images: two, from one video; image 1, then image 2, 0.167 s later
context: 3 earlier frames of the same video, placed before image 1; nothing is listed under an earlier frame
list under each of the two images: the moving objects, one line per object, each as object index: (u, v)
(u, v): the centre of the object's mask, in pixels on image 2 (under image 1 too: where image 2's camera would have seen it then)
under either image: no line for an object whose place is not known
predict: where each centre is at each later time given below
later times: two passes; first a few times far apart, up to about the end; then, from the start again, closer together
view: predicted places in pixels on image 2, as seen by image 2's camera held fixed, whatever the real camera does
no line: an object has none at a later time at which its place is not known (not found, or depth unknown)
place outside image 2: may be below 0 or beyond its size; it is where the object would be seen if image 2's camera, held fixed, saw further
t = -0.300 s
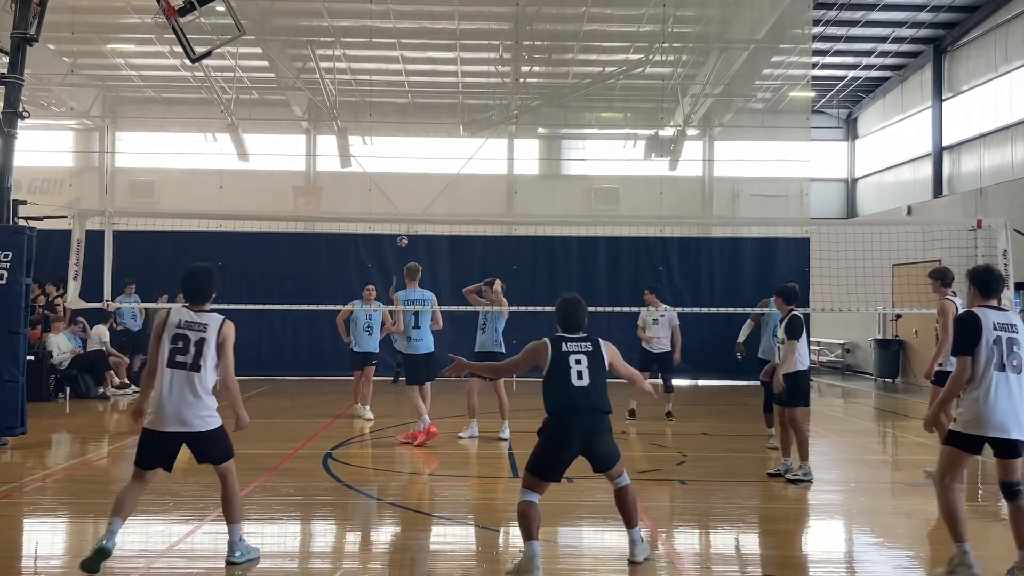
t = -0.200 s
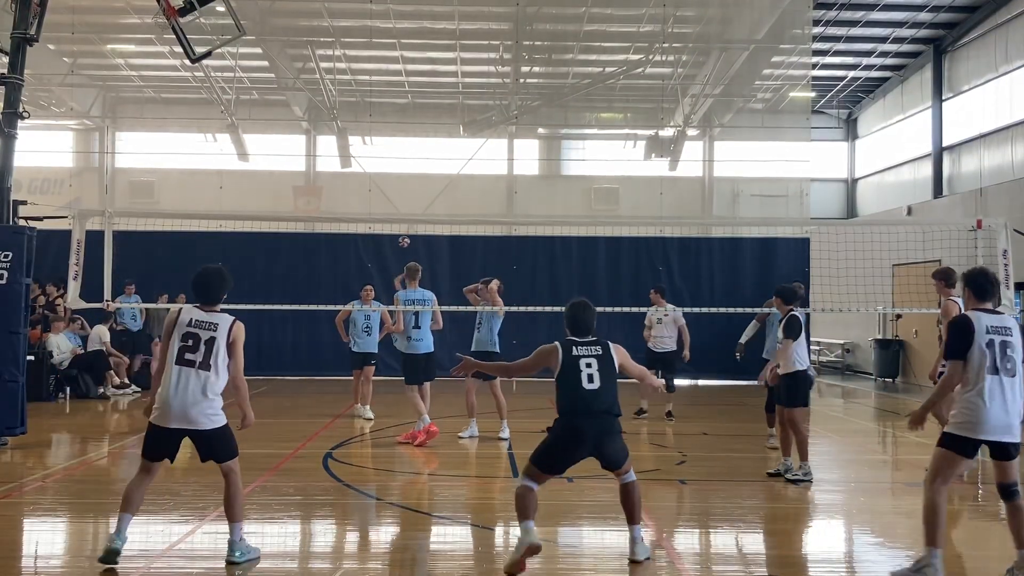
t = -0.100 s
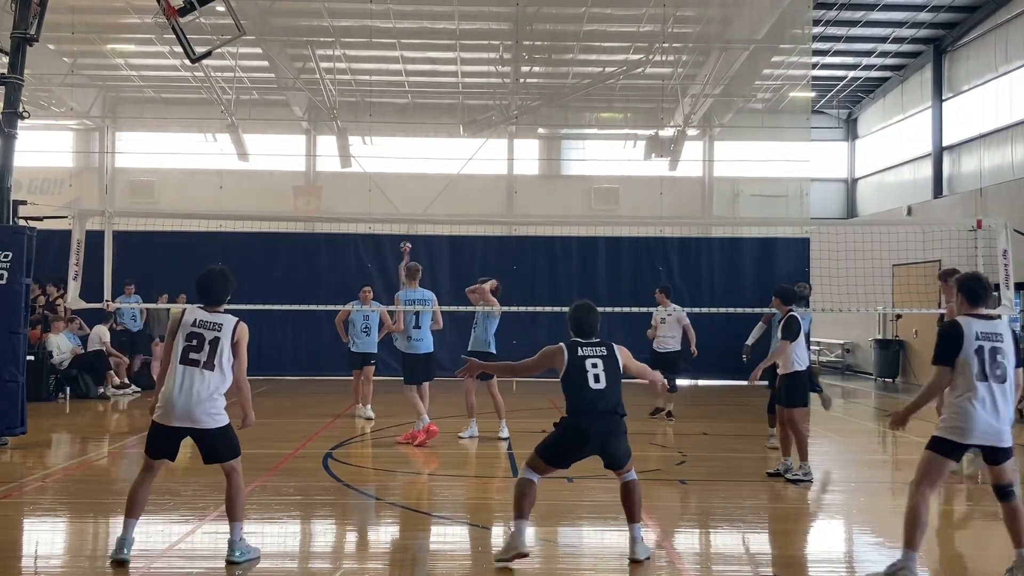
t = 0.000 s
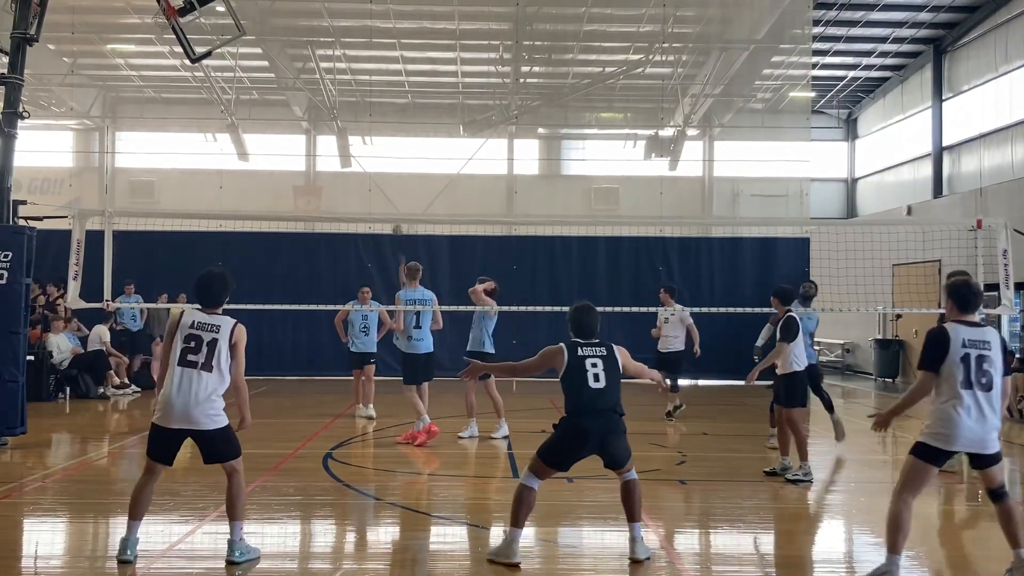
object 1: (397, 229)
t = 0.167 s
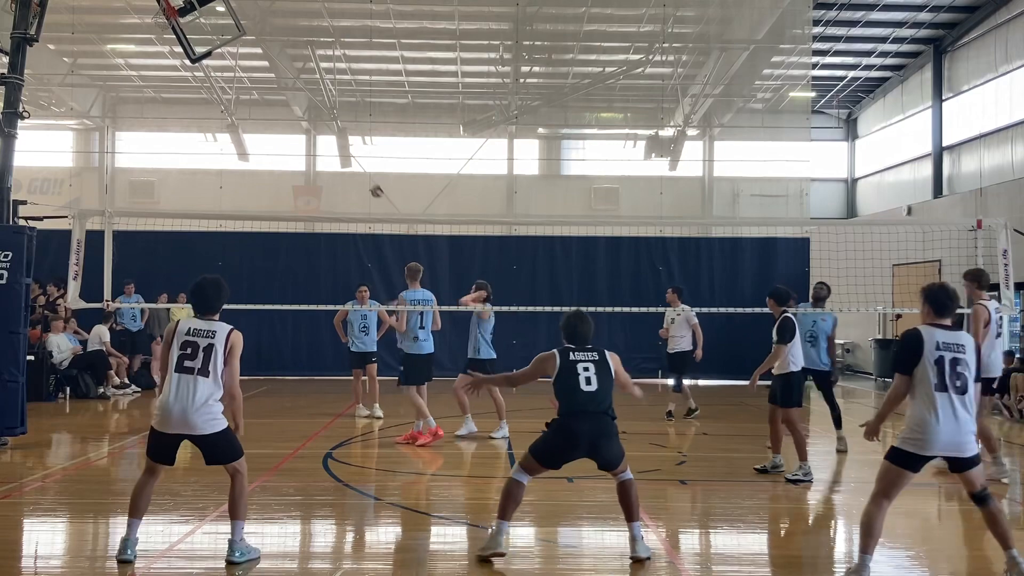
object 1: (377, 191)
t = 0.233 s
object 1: (367, 178)
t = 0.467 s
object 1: (329, 138)
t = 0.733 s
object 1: (265, 129)
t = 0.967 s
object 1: (171, 186)
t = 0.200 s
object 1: (372, 185)
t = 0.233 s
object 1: (367, 178)
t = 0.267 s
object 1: (362, 171)
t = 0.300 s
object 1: (357, 164)
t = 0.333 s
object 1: (352, 158)
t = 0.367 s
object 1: (346, 152)
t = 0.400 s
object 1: (342, 148)
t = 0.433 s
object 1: (335, 142)
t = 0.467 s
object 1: (329, 138)
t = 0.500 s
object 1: (322, 134)
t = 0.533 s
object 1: (315, 131)
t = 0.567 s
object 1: (309, 129)
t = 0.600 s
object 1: (301, 127)
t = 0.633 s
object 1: (293, 126)
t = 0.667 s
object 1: (284, 126)
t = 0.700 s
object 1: (275, 127)
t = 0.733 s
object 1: (265, 129)
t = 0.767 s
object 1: (254, 131)
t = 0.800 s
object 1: (242, 137)
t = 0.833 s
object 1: (232, 142)
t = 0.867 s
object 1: (218, 150)
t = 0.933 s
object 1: (189, 174)
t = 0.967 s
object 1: (171, 186)
